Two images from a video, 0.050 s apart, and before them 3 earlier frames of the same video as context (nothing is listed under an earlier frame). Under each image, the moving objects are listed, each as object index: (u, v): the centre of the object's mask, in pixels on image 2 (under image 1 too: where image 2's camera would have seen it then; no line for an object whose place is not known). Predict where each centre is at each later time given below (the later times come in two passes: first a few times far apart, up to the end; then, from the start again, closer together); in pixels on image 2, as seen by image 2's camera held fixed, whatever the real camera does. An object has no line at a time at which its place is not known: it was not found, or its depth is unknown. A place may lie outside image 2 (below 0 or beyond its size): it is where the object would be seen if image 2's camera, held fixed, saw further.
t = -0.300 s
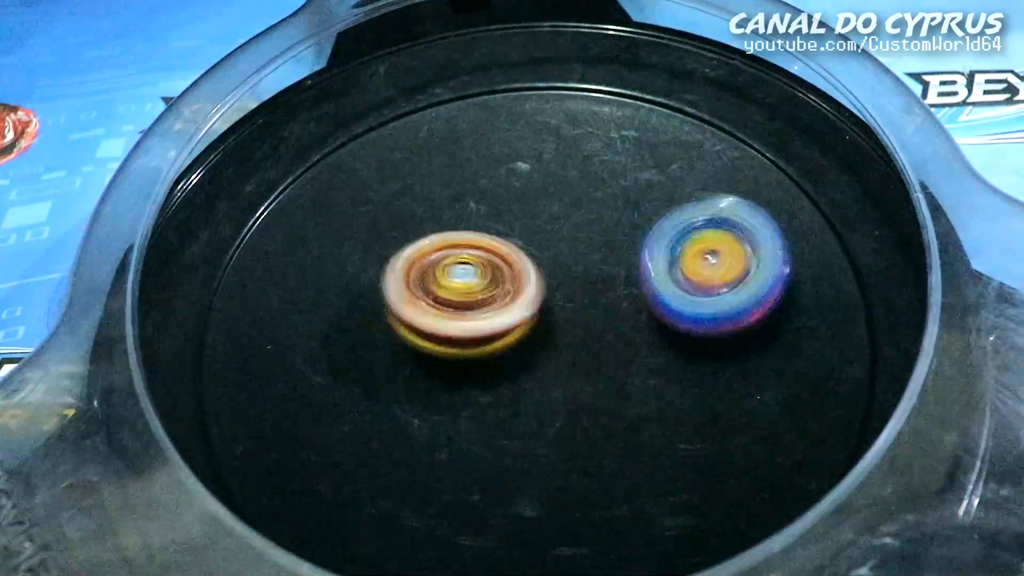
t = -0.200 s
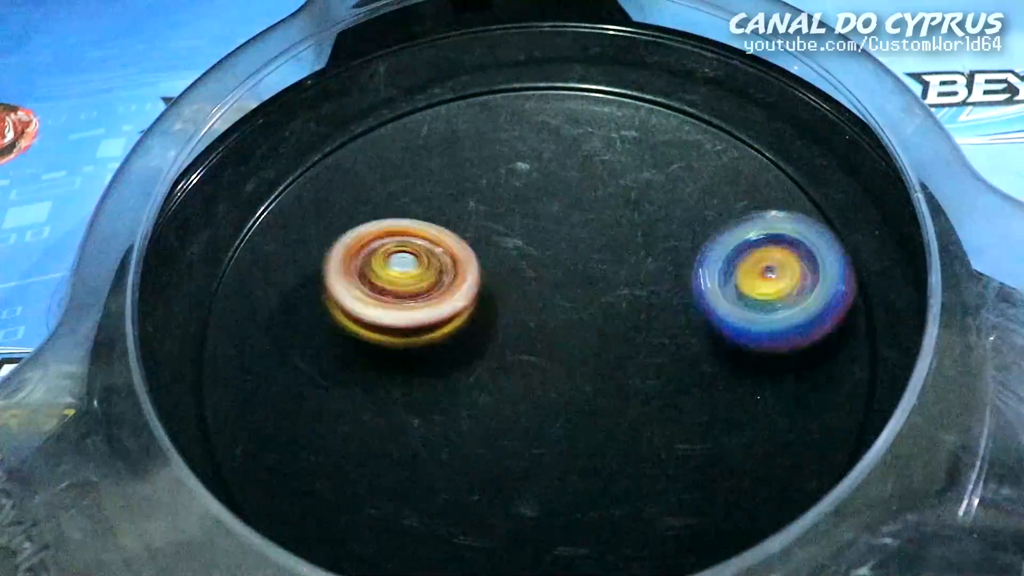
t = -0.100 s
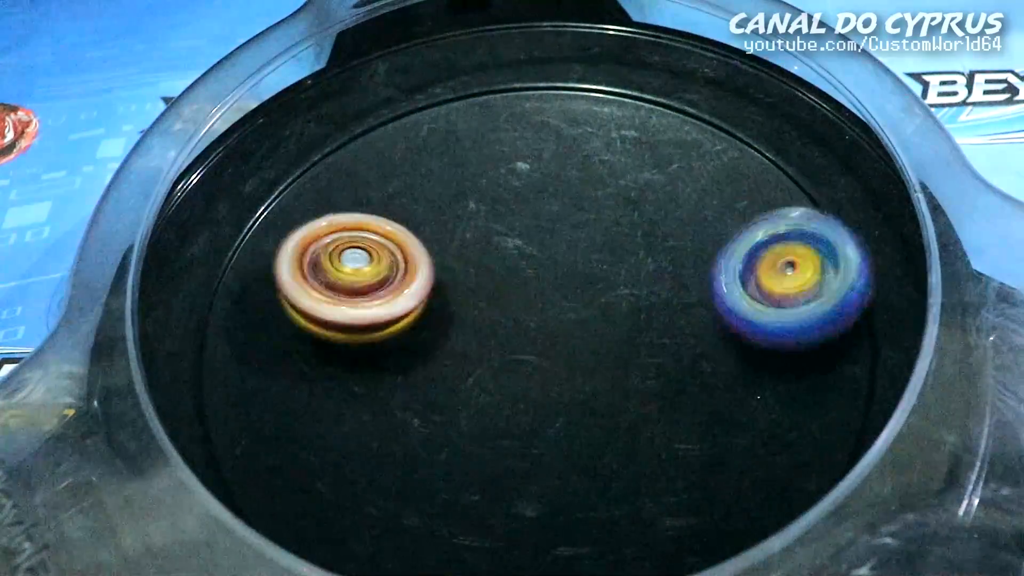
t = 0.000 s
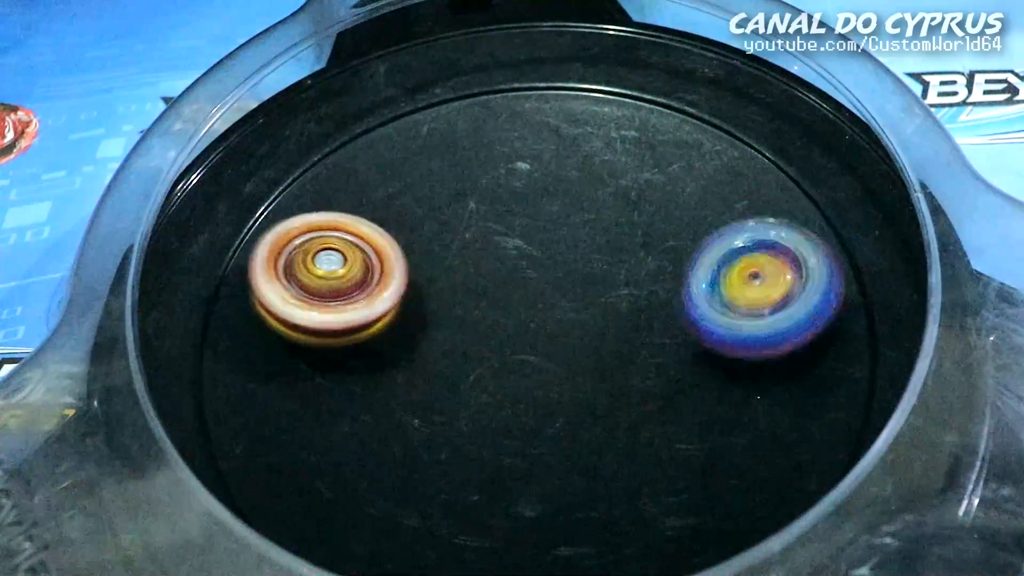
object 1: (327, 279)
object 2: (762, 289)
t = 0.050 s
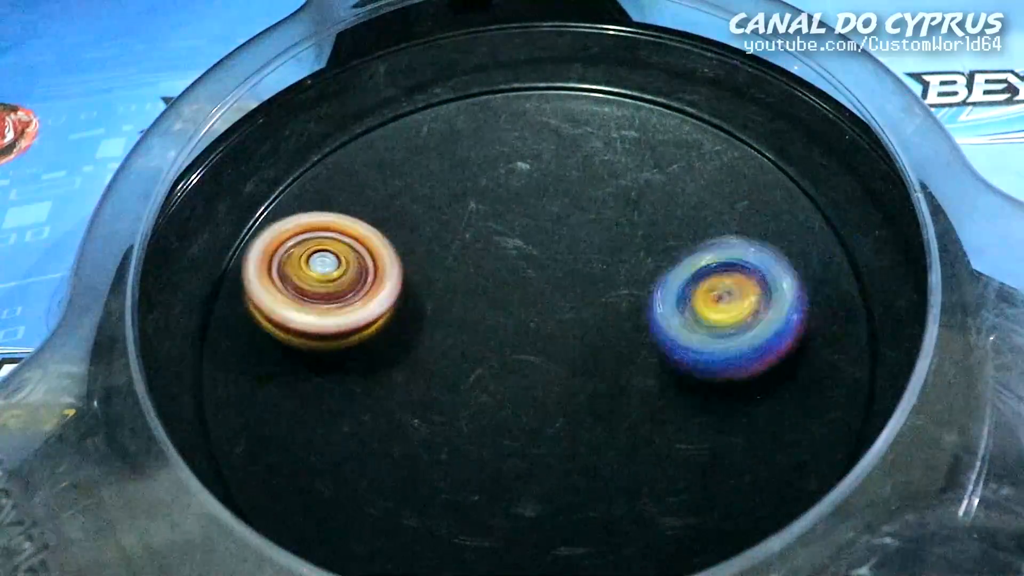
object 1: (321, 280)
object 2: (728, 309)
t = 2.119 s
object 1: (519, 369)
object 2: (535, 147)
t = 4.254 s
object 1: (634, 321)
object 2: (445, 320)
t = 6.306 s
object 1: (583, 264)
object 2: (520, 436)
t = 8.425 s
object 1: (463, 323)
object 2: (678, 348)
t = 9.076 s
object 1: (508, 229)
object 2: (470, 378)
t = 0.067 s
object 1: (320, 281)
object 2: (717, 318)
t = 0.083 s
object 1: (319, 282)
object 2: (710, 329)
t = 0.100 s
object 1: (320, 283)
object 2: (701, 338)
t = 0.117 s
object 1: (320, 283)
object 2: (694, 350)
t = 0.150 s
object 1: (323, 286)
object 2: (683, 372)
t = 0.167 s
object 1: (324, 287)
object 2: (678, 385)
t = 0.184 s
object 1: (327, 288)
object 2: (675, 395)
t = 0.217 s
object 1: (331, 290)
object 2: (669, 418)
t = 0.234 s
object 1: (334, 290)
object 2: (667, 429)
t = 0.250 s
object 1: (336, 290)
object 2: (668, 440)
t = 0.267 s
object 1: (339, 292)
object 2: (667, 448)
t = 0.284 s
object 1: (343, 292)
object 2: (669, 459)
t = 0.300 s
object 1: (346, 292)
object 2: (672, 466)
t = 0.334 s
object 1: (354, 293)
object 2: (677, 480)
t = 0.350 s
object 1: (358, 294)
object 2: (678, 485)
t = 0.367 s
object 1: (363, 295)
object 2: (683, 489)
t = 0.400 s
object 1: (373, 296)
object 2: (687, 490)
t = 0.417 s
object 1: (378, 297)
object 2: (689, 489)
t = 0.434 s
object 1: (383, 297)
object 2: (689, 489)
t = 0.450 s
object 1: (389, 298)
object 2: (689, 483)
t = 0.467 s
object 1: (395, 298)
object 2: (684, 481)
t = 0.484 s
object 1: (401, 299)
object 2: (683, 476)
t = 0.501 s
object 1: (407, 299)
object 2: (676, 471)
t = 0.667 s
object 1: (481, 300)
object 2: (549, 433)
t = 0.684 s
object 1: (490, 299)
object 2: (533, 433)
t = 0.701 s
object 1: (499, 296)
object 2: (519, 436)
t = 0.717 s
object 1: (507, 293)
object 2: (505, 439)
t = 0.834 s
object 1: (562, 282)
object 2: (424, 478)
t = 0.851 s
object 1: (569, 281)
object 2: (416, 484)
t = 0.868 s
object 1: (578, 279)
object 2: (413, 491)
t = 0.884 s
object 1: (584, 277)
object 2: (407, 497)
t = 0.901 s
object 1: (591, 276)
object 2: (408, 501)
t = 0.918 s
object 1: (598, 274)
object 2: (407, 504)
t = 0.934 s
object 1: (604, 273)
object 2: (411, 506)
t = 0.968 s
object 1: (616, 270)
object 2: (421, 506)
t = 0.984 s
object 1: (622, 270)
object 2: (426, 504)
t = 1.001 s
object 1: (628, 268)
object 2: (431, 503)
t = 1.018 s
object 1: (633, 267)
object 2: (437, 498)
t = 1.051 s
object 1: (643, 265)
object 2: (447, 485)
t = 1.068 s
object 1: (647, 265)
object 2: (450, 477)
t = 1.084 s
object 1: (652, 264)
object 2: (456, 465)
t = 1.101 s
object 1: (655, 264)
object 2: (455, 456)
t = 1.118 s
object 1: (660, 263)
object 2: (459, 442)
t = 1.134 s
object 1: (663, 263)
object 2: (455, 433)
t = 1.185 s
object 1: (673, 263)
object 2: (451, 396)
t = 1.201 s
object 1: (676, 264)
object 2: (444, 385)
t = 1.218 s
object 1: (678, 263)
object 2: (442, 374)
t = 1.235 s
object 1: (681, 264)
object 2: (435, 363)
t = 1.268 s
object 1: (685, 266)
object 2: (424, 344)
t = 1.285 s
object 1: (687, 266)
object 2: (418, 335)
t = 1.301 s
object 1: (688, 268)
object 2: (410, 326)
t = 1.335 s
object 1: (690, 270)
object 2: (394, 308)
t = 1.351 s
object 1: (691, 272)
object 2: (387, 302)
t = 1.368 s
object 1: (692, 273)
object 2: (378, 294)
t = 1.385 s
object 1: (691, 274)
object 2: (370, 290)
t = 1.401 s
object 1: (691, 277)
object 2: (360, 283)
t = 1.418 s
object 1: (691, 278)
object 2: (352, 281)
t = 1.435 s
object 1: (690, 280)
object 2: (343, 276)
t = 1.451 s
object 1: (689, 282)
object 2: (333, 275)
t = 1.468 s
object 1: (688, 284)
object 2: (327, 273)
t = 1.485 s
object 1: (687, 287)
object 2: (318, 274)
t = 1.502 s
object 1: (685, 289)
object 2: (313, 275)
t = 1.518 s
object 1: (684, 291)
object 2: (306, 277)
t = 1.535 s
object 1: (682, 294)
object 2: (305, 281)
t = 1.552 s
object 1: (679, 297)
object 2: (302, 285)
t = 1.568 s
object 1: (678, 299)
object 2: (305, 289)
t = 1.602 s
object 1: (672, 305)
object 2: (312, 297)
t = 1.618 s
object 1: (669, 307)
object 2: (318, 301)
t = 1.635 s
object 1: (665, 311)
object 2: (330, 307)
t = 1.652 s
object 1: (663, 314)
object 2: (337, 308)
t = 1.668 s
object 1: (659, 316)
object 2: (352, 310)
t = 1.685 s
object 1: (656, 320)
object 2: (363, 309)
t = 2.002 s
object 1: (562, 362)
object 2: (541, 187)
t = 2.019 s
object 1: (557, 363)
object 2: (541, 181)
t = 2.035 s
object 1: (550, 364)
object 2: (543, 174)
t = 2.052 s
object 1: (544, 366)
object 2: (542, 168)
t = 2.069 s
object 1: (537, 366)
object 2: (543, 161)
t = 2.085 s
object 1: (531, 368)
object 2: (540, 156)
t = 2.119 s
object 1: (519, 369)
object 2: (535, 147)
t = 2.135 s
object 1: (514, 370)
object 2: (533, 143)
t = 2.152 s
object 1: (507, 370)
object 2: (527, 142)
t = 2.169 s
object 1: (502, 371)
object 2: (525, 142)
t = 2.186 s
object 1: (496, 370)
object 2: (519, 145)
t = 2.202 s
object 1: (490, 371)
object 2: (517, 148)
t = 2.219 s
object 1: (486, 371)
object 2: (512, 152)
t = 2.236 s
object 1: (480, 371)
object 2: (511, 157)
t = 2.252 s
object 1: (476, 371)
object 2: (509, 165)
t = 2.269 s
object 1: (470, 370)
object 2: (510, 171)
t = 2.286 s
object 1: (466, 370)
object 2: (509, 179)
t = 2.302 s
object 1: (461, 368)
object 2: (513, 187)
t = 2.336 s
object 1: (453, 367)
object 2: (521, 206)
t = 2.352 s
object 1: (448, 367)
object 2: (526, 217)
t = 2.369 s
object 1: (444, 366)
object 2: (532, 224)
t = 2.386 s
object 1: (439, 364)
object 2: (540, 233)
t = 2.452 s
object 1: (427, 359)
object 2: (579, 263)
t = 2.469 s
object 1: (423, 358)
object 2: (588, 268)
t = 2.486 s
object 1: (421, 356)
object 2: (600, 275)
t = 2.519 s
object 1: (416, 353)
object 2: (624, 284)
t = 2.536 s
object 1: (414, 350)
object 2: (633, 286)
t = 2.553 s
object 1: (412, 349)
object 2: (646, 289)
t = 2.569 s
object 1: (411, 347)
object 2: (654, 292)
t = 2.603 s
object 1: (408, 343)
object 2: (676, 296)
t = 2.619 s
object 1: (406, 341)
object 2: (689, 295)
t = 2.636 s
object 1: (406, 339)
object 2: (697, 297)
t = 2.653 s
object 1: (405, 336)
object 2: (708, 294)
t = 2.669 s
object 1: (405, 335)
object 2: (714, 294)
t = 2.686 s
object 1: (406, 332)
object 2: (723, 291)
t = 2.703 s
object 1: (405, 330)
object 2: (728, 291)
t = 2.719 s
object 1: (406, 328)
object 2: (734, 286)
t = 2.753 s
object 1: (408, 323)
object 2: (740, 279)
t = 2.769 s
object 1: (408, 321)
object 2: (743, 277)
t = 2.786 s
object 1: (409, 319)
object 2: (740, 274)
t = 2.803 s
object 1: (411, 316)
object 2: (740, 272)
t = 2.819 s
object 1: (412, 315)
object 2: (735, 272)
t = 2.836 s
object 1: (415, 312)
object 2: (733, 271)
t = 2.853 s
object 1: (416, 310)
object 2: (725, 273)
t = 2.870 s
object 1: (418, 308)
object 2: (721, 273)
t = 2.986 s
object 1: (437, 293)
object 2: (659, 306)
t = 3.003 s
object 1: (439, 291)
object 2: (650, 313)
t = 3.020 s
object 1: (443, 290)
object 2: (644, 322)
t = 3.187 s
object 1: (483, 275)
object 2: (592, 409)
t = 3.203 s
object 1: (487, 275)
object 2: (592, 417)
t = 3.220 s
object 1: (491, 274)
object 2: (589, 424)
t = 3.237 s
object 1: (495, 274)
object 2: (590, 431)
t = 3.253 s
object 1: (501, 273)
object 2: (587, 438)
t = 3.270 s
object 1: (505, 272)
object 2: (589, 444)
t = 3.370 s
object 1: (534, 271)
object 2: (593, 468)
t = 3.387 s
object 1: (538, 271)
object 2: (596, 468)
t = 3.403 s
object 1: (543, 271)
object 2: (594, 467)
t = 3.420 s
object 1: (546, 271)
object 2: (596, 466)
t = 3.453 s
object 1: (556, 272)
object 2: (594, 461)
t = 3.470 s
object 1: (561, 272)
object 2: (595, 457)
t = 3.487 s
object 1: (565, 272)
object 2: (590, 453)
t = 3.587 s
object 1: (591, 276)
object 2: (560, 420)
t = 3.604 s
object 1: (594, 276)
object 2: (549, 414)
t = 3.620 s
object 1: (599, 277)
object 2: (540, 410)
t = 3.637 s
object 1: (605, 274)
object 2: (528, 410)
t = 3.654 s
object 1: (611, 270)
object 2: (517, 411)
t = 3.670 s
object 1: (615, 268)
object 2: (503, 411)
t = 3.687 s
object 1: (620, 267)
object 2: (494, 412)
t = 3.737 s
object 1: (629, 267)
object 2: (458, 413)
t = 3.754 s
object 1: (631, 268)
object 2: (445, 414)
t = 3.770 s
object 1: (635, 267)
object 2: (436, 415)
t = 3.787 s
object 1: (637, 268)
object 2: (425, 417)
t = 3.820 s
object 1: (642, 269)
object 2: (406, 421)
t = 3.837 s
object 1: (644, 271)
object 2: (397, 422)
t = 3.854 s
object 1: (646, 271)
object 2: (392, 425)
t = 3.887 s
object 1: (649, 273)
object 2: (382, 431)
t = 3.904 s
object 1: (650, 275)
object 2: (378, 434)
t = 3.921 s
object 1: (652, 276)
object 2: (377, 436)
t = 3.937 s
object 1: (652, 278)
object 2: (377, 436)
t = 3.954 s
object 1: (654, 279)
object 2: (377, 437)
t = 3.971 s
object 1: (654, 281)
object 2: (381, 437)
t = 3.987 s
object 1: (655, 282)
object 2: (383, 434)
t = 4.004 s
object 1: (654, 285)
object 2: (387, 433)
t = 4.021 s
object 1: (655, 287)
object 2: (393, 431)
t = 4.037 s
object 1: (654, 288)
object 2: (397, 426)
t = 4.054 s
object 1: (654, 291)
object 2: (404, 421)
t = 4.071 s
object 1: (654, 293)
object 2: (410, 415)
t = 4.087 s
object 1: (653, 295)
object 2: (414, 410)
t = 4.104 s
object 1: (652, 297)
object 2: (422, 402)
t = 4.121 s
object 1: (650, 300)
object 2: (426, 394)
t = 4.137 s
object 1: (649, 302)
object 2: (430, 384)
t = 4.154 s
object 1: (647, 305)
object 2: (435, 375)
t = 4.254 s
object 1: (634, 321)
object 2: (445, 320)
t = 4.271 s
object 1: (632, 324)
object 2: (446, 312)
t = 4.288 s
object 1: (628, 326)
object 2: (446, 302)
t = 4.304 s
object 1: (625, 329)
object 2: (444, 293)
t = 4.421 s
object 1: (600, 345)
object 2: (431, 239)
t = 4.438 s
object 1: (595, 347)
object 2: (429, 233)
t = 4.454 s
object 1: (591, 349)
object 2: (425, 228)
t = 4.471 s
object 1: (587, 350)
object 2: (420, 222)
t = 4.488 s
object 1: (583, 352)
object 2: (418, 219)
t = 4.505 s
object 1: (578, 353)
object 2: (415, 217)
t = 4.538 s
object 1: (569, 356)
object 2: (412, 215)
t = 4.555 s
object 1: (564, 358)
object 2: (411, 215)
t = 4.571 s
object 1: (559, 358)
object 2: (411, 216)
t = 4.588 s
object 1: (554, 360)
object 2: (411, 217)
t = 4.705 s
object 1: (520, 364)
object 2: (438, 238)
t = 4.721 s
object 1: (515, 364)
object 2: (444, 241)
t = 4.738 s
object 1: (511, 364)
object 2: (453, 242)
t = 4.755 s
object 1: (507, 368)
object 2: (464, 240)
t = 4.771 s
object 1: (504, 373)
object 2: (469, 236)
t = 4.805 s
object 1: (497, 378)
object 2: (484, 224)
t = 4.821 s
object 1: (494, 379)
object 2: (488, 221)
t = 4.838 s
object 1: (490, 380)
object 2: (496, 215)
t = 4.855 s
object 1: (488, 380)
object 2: (502, 210)
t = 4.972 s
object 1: (464, 375)
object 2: (533, 180)
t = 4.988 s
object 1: (462, 375)
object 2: (538, 178)
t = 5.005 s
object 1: (458, 373)
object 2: (539, 177)
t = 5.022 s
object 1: (457, 372)
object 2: (540, 175)
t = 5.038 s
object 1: (453, 370)
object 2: (543, 176)
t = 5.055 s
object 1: (452, 369)
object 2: (542, 175)
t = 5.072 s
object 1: (449, 367)
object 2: (543, 176)
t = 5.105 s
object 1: (446, 364)
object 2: (544, 181)
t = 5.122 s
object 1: (445, 363)
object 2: (549, 182)
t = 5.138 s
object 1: (443, 360)
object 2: (551, 188)
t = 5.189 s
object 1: (441, 354)
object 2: (564, 201)
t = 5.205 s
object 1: (441, 351)
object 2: (567, 204)
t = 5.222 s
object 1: (440, 350)
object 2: (573, 211)
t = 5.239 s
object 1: (441, 347)
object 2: (576, 217)
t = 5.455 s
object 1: (454, 314)
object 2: (654, 282)
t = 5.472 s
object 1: (456, 310)
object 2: (661, 288)
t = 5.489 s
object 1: (458, 308)
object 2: (665, 293)
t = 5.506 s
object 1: (461, 306)
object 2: (672, 297)
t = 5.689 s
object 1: (494, 283)
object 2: (712, 329)
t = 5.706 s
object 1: (498, 282)
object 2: (714, 329)
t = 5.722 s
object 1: (501, 280)
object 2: (713, 332)
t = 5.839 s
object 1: (528, 273)
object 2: (682, 344)
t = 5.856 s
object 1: (530, 273)
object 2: (676, 347)
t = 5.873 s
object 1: (535, 272)
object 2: (670, 351)
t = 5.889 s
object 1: (537, 271)
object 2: (662, 355)
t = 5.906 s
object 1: (539, 266)
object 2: (659, 361)
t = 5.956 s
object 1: (543, 262)
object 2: (644, 378)
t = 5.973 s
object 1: (546, 261)
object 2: (642, 382)
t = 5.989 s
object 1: (547, 260)
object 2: (636, 388)
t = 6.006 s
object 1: (551, 259)
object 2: (630, 392)
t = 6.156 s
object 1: (569, 257)
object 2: (580, 425)
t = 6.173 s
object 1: (571, 257)
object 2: (574, 426)
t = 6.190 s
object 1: (572, 258)
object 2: (569, 429)
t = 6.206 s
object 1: (575, 258)
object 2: (561, 431)
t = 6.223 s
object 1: (576, 260)
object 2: (552, 431)
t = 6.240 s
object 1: (578, 260)
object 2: (548, 432)
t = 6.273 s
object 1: (580, 262)
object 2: (532, 433)
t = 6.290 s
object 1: (581, 264)
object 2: (529, 433)
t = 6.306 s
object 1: (583, 264)
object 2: (520, 436)
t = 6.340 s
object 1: (585, 267)
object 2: (511, 435)
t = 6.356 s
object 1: (586, 270)
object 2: (502, 435)
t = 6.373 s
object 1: (587, 271)
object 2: (495, 433)
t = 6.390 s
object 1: (587, 273)
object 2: (490, 431)
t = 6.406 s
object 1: (588, 275)
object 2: (485, 431)
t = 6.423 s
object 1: (588, 277)
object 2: (478, 429)
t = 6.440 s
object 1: (589, 279)
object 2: (473, 426)
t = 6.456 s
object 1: (589, 281)
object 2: (469, 425)
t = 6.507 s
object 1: (589, 288)
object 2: (454, 417)
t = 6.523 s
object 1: (589, 291)
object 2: (447, 416)
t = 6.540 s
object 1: (588, 293)
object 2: (444, 411)
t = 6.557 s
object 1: (588, 296)
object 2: (439, 406)
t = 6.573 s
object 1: (587, 298)
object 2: (435, 404)
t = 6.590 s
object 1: (587, 301)
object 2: (430, 400)
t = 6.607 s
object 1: (586, 304)
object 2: (426, 395)
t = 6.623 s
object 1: (585, 307)
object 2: (425, 393)
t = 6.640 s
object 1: (583, 309)
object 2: (419, 389)
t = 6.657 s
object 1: (583, 312)
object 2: (418, 384)
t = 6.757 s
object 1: (573, 328)
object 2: (407, 359)
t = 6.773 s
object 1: (572, 330)
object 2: (406, 353)
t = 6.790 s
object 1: (576, 333)
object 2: (404, 347)
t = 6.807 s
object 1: (578, 335)
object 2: (398, 344)
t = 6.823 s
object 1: (579, 338)
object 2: (395, 341)
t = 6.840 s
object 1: (577, 340)
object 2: (390, 335)
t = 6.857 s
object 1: (577, 342)
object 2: (390, 331)
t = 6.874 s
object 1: (576, 344)
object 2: (386, 329)
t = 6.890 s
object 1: (576, 346)
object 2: (384, 325)
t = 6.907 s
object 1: (574, 348)
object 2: (384, 319)
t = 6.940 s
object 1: (572, 351)
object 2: (382, 315)
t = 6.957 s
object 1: (572, 353)
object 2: (381, 309)
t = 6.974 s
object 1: (569, 355)
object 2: (384, 306)
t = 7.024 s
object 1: (566, 358)
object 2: (387, 295)
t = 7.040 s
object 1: (564, 360)
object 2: (389, 294)
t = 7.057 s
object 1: (563, 361)
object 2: (389, 291)
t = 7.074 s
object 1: (560, 362)
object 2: (395, 287)
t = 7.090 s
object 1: (559, 363)
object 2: (401, 282)
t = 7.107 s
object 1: (557, 364)
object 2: (404, 279)
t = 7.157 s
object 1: (551, 365)
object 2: (418, 269)
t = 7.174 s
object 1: (550, 366)
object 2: (421, 268)
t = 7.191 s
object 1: (547, 366)
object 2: (423, 265)
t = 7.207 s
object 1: (545, 367)
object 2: (428, 261)
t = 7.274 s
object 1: (537, 367)
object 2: (450, 253)
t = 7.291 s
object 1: (534, 367)
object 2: (457, 252)
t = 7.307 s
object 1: (535, 371)
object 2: (462, 248)
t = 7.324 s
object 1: (535, 376)
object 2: (468, 243)
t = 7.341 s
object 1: (534, 379)
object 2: (474, 237)
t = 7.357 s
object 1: (532, 381)
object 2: (478, 234)
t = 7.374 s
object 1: (531, 381)
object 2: (483, 230)
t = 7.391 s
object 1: (531, 382)
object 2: (488, 227)
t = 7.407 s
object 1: (529, 383)
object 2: (493, 224)
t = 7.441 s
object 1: (527, 384)
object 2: (504, 217)
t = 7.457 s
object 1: (527, 385)
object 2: (511, 214)
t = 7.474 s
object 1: (525, 385)
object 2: (515, 212)
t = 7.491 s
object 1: (525, 385)
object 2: (520, 209)
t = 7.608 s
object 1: (517, 382)
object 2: (560, 199)
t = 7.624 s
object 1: (516, 381)
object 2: (566, 198)
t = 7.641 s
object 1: (515, 380)
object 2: (571, 199)
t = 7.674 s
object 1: (514, 378)
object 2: (578, 200)
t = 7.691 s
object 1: (512, 377)
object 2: (582, 202)
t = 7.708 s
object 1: (513, 375)
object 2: (586, 205)
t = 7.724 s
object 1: (511, 374)
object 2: (588, 207)
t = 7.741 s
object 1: (511, 372)
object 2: (593, 209)
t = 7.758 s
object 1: (510, 371)
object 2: (598, 211)
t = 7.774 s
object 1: (510, 368)
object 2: (603, 216)
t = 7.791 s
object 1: (510, 367)
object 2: (606, 219)
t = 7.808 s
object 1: (509, 365)
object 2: (610, 222)
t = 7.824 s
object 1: (509, 363)
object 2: (613, 225)
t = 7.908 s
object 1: (509, 352)
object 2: (629, 248)
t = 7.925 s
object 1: (510, 349)
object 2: (632, 254)
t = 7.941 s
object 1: (503, 350)
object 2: (639, 258)
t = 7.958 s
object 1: (492, 352)
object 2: (651, 259)
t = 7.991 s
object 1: (475, 353)
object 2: (664, 262)
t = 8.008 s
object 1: (472, 353)
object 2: (670, 262)
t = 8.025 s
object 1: (470, 352)
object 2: (674, 263)
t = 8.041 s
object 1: (469, 352)
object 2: (679, 265)
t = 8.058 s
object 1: (466, 351)
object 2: (688, 267)
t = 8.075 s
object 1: (465, 351)
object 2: (693, 269)
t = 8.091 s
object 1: (462, 349)
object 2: (697, 273)
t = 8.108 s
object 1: (462, 348)
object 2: (700, 275)
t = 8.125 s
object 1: (460, 348)
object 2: (705, 278)
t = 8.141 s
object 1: (459, 346)
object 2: (708, 282)
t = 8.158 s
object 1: (458, 346)
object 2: (712, 285)
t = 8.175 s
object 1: (457, 344)
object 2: (713, 289)
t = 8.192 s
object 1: (456, 343)
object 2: (714, 293)
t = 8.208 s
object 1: (455, 341)
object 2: (715, 296)
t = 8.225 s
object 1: (456, 340)
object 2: (716, 299)
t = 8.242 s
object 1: (454, 339)
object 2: (716, 304)
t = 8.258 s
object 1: (455, 337)
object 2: (714, 310)
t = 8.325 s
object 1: (456, 331)
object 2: (706, 325)
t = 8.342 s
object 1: (458, 330)
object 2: (703, 330)
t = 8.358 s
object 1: (458, 328)
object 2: (697, 334)
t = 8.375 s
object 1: (460, 327)
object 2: (692, 336)
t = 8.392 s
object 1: (460, 326)
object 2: (689, 339)
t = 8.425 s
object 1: (463, 323)
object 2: (678, 348)
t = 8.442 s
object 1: (465, 321)
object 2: (670, 351)
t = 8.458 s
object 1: (468, 320)
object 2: (664, 353)
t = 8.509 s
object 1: (473, 316)
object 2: (645, 359)
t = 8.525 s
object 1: (476, 314)
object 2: (639, 361)
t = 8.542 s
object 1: (478, 313)
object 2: (631, 363)
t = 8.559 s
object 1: (477, 308)
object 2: (627, 367)
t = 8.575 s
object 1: (472, 303)
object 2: (627, 373)
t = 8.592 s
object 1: (467, 296)
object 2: (622, 378)
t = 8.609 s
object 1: (466, 292)
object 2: (616, 382)
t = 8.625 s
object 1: (464, 288)
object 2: (608, 384)
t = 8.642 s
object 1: (466, 286)
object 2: (604, 387)
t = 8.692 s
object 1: (467, 282)
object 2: (589, 390)
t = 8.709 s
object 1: (467, 279)
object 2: (583, 392)
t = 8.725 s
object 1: (469, 277)
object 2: (577, 393)
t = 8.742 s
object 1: (469, 276)
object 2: (571, 395)
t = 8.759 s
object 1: (472, 274)
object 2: (563, 395)
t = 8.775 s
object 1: (472, 273)
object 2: (556, 393)
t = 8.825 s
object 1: (477, 268)
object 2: (543, 391)
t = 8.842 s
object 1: (480, 265)
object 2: (537, 391)
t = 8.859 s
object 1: (480, 259)
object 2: (534, 394)
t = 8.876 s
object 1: (481, 252)
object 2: (527, 398)
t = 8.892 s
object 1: (484, 247)
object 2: (518, 399)
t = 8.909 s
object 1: (486, 244)
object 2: (511, 399)
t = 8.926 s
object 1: (489, 242)
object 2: (503, 397)
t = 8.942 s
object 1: (489, 240)
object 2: (500, 395)
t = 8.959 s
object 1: (491, 237)
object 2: (498, 393)
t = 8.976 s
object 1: (494, 236)
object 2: (495, 393)
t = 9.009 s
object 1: (499, 233)
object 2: (489, 393)
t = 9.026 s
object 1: (500, 232)
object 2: (483, 390)
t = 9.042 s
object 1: (503, 230)
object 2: (478, 386)
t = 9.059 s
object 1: (505, 230)
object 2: (473, 382)
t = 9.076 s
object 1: (508, 229)
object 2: (470, 378)
